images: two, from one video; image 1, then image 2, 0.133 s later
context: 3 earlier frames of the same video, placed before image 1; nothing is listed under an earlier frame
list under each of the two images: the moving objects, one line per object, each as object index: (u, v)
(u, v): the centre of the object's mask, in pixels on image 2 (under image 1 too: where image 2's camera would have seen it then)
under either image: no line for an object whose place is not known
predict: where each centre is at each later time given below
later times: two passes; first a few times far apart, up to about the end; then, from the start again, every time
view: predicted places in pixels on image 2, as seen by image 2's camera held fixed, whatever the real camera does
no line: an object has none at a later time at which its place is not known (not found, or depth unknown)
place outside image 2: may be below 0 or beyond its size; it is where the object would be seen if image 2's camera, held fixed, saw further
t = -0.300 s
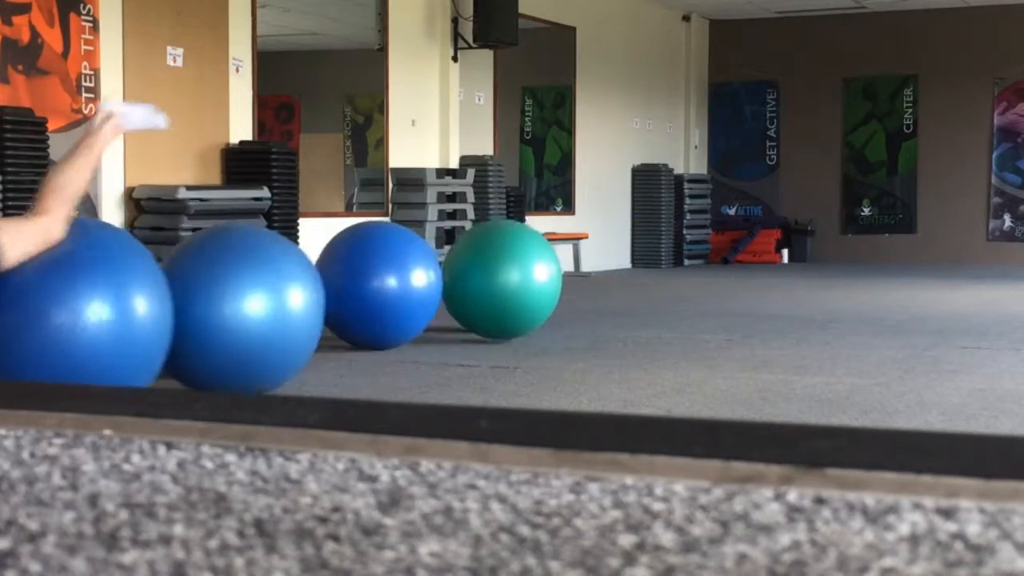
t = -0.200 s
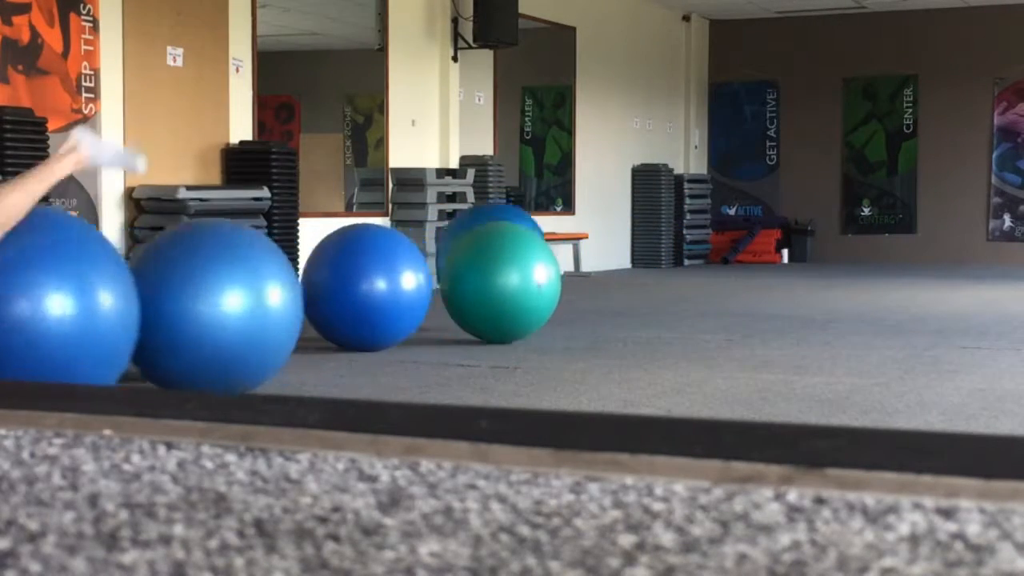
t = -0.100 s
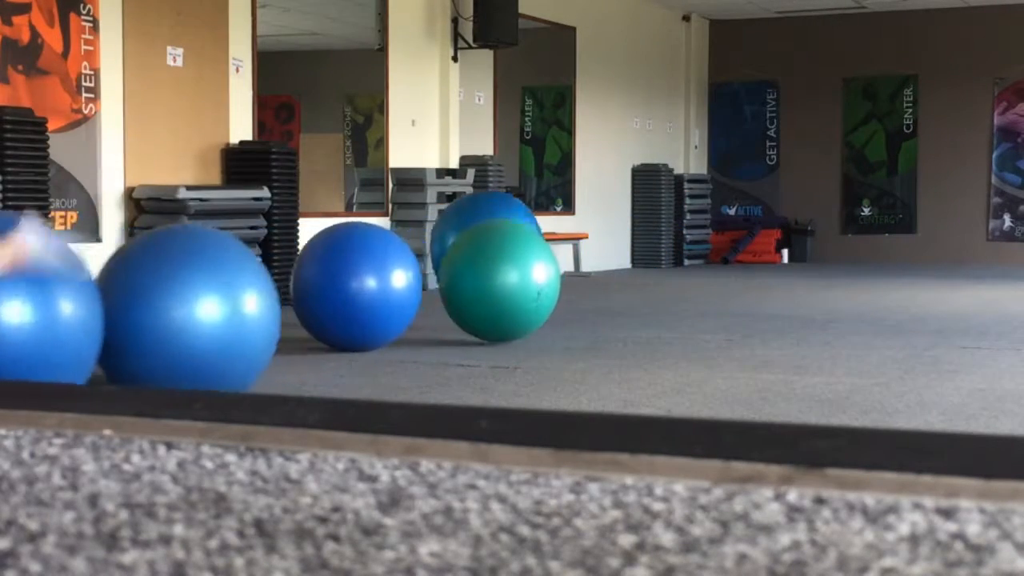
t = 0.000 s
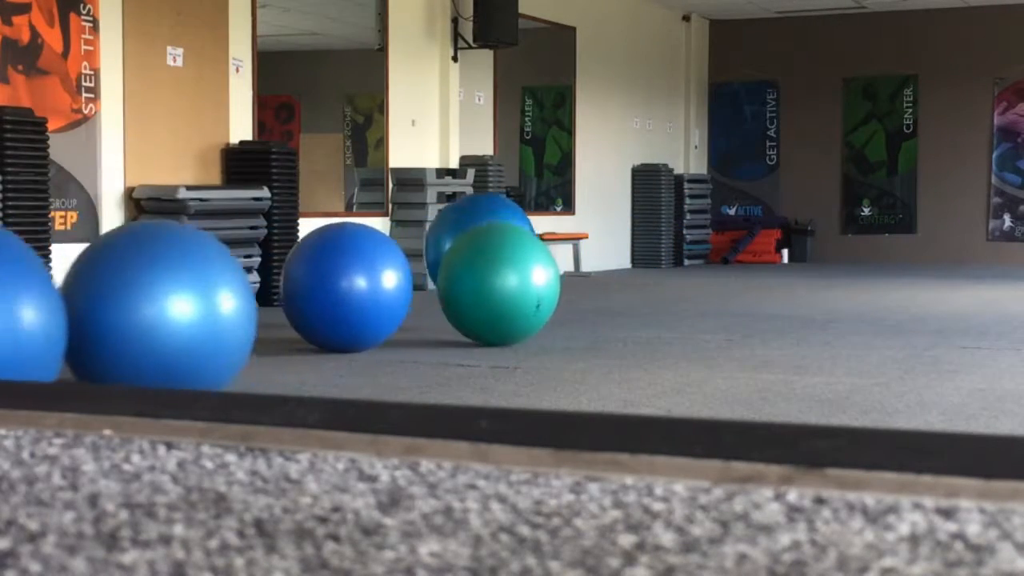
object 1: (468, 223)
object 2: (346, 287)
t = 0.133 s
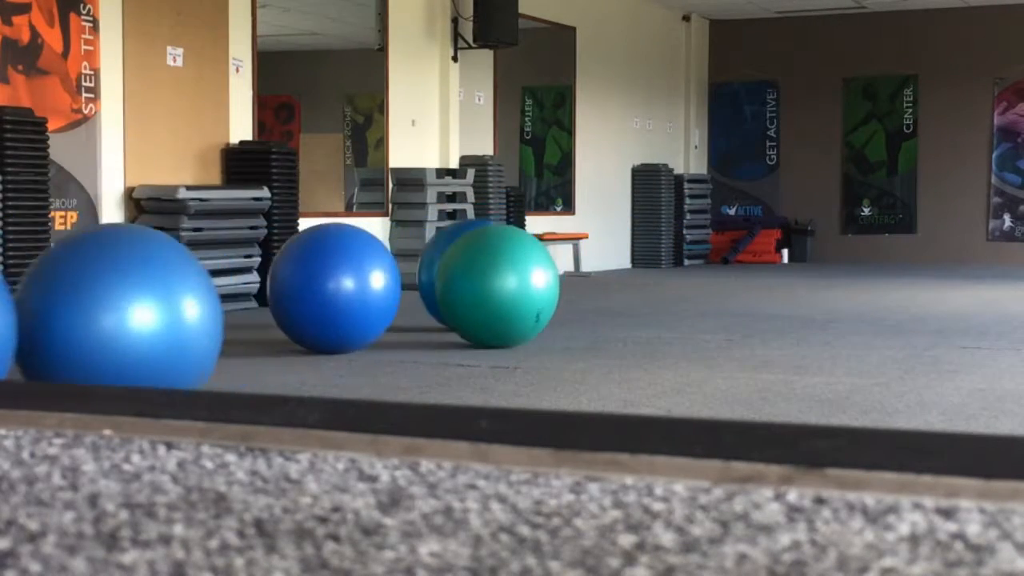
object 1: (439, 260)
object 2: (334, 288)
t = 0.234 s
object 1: (443, 243)
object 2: (326, 289)
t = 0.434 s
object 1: (438, 243)
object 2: (310, 290)
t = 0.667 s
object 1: (429, 248)
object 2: (294, 292)
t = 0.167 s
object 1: (439, 261)
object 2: (331, 288)
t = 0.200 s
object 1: (441, 251)
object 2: (328, 288)
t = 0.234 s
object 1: (443, 243)
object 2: (326, 289)
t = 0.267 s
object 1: (446, 238)
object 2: (323, 289)
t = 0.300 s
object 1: (446, 235)
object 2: (320, 289)
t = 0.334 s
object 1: (445, 235)
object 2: (317, 289)
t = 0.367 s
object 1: (444, 235)
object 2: (315, 289)
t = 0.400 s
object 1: (441, 238)
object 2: (312, 290)
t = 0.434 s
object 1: (438, 243)
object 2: (310, 290)
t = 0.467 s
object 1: (435, 250)
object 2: (307, 289)
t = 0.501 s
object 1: (429, 261)
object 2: (305, 290)
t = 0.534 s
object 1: (427, 267)
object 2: (303, 291)
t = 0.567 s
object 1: (428, 261)
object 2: (300, 291)
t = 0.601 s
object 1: (429, 254)
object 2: (298, 291)
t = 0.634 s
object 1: (429, 250)
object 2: (296, 291)
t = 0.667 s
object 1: (429, 248)
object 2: (294, 292)
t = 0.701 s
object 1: (428, 248)
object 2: (291, 292)
